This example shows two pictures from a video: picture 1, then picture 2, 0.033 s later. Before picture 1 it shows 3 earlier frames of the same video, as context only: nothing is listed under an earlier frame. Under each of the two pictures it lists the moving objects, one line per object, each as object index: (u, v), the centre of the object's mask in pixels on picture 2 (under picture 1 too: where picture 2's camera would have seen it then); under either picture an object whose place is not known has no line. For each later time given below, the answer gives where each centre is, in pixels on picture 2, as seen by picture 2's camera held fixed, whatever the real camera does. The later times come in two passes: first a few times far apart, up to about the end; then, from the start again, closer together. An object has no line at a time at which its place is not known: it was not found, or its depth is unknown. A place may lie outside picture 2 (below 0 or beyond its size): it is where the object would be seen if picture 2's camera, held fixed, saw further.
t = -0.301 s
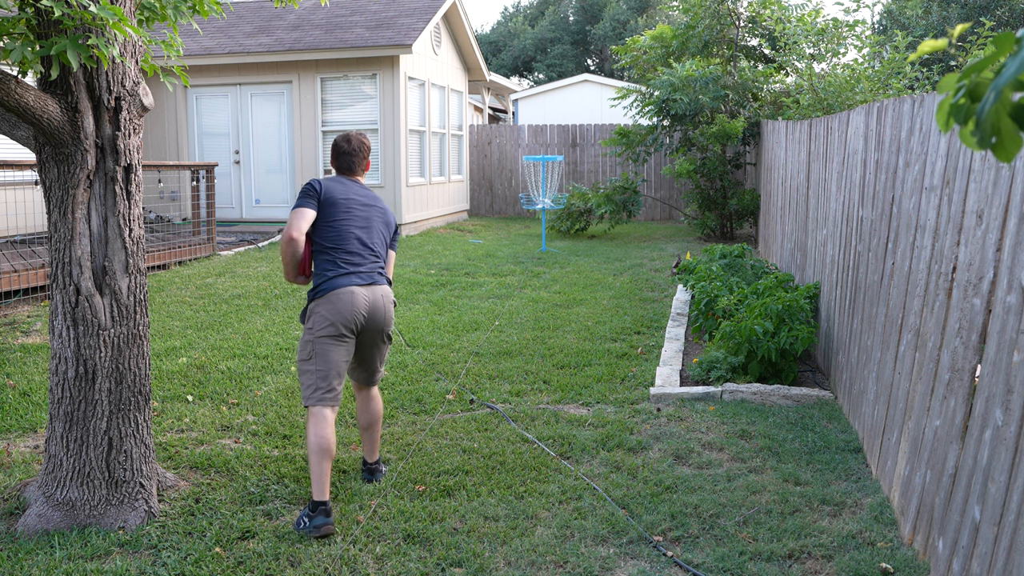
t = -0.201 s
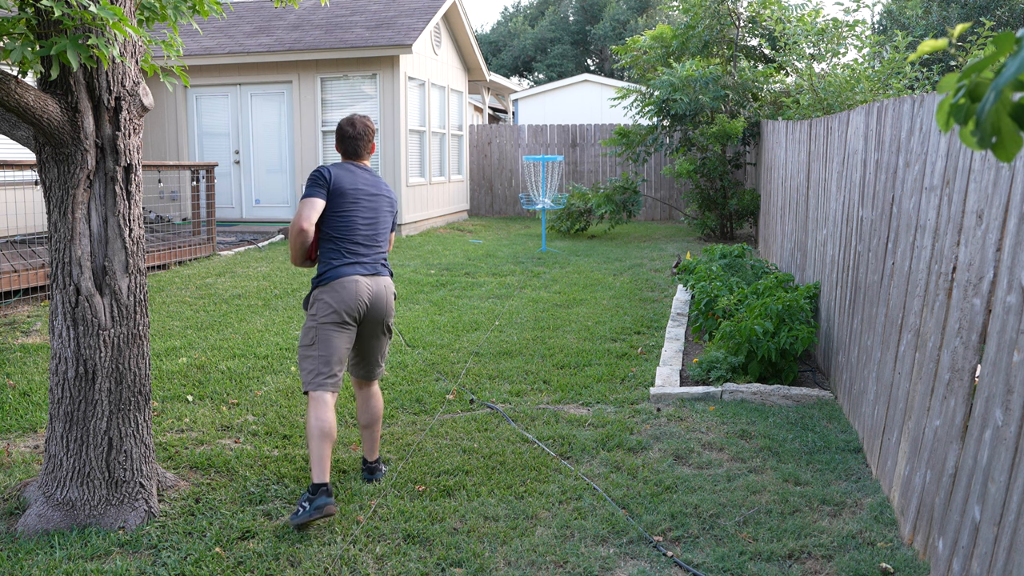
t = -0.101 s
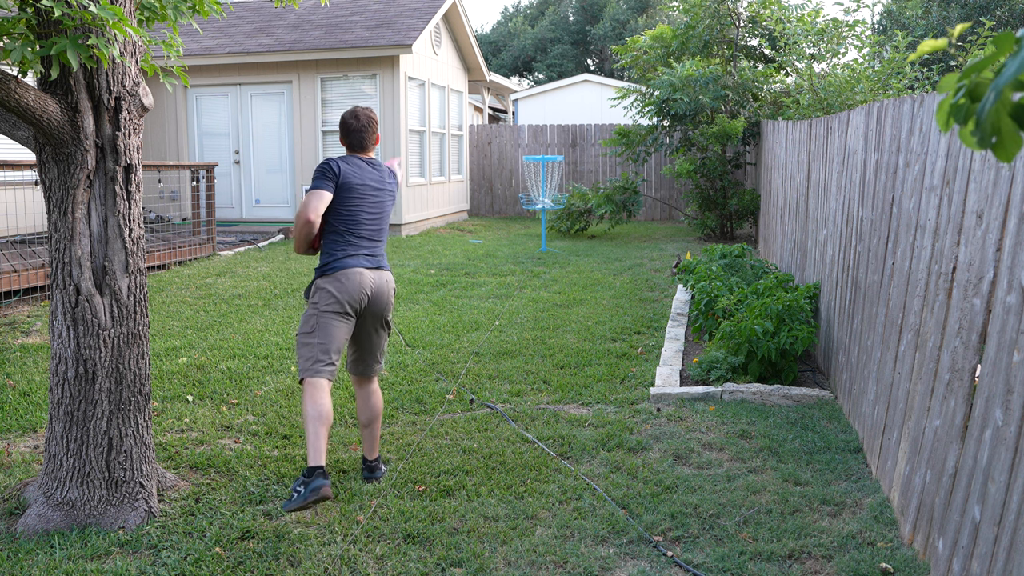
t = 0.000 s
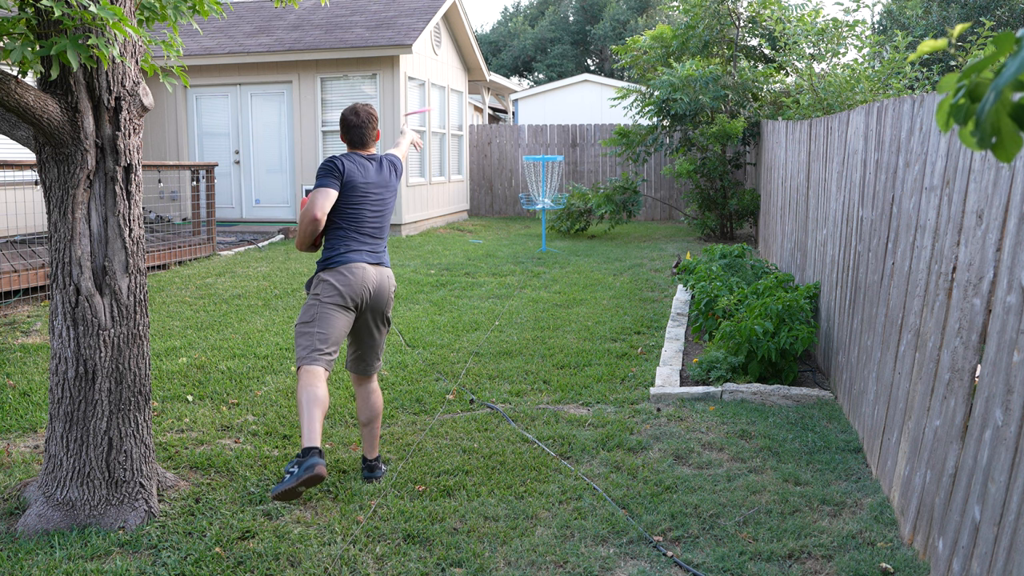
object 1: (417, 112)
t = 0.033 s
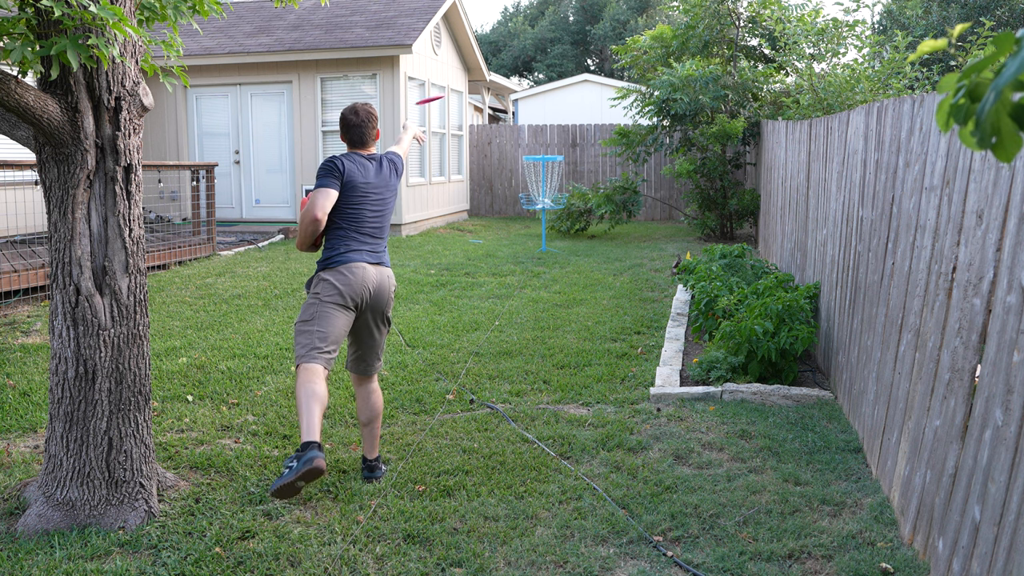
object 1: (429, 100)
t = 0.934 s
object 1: (549, 192)
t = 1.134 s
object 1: (549, 203)
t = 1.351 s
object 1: (546, 204)
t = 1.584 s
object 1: (547, 205)
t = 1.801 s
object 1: (545, 205)
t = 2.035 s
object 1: (545, 205)
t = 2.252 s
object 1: (545, 205)
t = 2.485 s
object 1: (543, 205)
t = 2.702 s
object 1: (543, 206)
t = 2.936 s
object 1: (543, 206)
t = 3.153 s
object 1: (542, 206)
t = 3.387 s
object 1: (542, 206)
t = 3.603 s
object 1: (542, 206)
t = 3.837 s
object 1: (542, 206)
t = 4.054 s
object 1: (542, 206)
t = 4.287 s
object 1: (542, 206)
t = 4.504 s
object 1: (542, 206)
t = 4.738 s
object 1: (542, 206)
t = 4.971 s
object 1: (542, 206)
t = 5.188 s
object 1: (542, 206)
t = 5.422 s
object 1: (543, 206)
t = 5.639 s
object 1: (542, 206)
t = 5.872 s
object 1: (542, 206)
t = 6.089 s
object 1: (543, 206)
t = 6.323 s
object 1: (543, 206)
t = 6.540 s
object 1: (542, 206)
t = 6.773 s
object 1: (542, 206)
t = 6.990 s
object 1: (541, 206)
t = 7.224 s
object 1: (542, 206)
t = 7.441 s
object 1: (543, 205)
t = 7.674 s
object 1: (545, 205)
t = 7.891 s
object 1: (546, 204)
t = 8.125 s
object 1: (546, 204)
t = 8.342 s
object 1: (545, 204)
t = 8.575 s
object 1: (547, 205)
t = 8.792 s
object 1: (547, 204)
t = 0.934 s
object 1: (549, 192)
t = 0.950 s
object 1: (548, 192)
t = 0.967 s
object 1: (548, 194)
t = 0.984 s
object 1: (549, 195)
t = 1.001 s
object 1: (549, 197)
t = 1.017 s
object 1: (549, 198)
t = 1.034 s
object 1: (550, 200)
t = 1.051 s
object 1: (551, 201)
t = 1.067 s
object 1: (551, 202)
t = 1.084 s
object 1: (550, 202)
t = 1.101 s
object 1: (549, 202)
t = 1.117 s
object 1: (548, 202)
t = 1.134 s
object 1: (549, 203)
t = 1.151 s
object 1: (548, 203)
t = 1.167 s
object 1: (548, 204)
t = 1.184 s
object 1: (548, 204)
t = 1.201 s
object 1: (547, 205)
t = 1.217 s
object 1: (546, 204)
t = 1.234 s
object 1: (546, 204)
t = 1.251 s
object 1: (545, 204)
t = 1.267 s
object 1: (546, 203)
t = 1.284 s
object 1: (546, 203)
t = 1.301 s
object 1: (546, 203)
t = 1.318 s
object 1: (546, 203)
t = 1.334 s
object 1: (546, 204)
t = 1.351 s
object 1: (546, 204)
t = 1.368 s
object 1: (547, 204)
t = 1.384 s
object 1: (546, 204)
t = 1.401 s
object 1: (546, 204)
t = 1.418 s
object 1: (546, 204)
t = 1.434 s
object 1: (546, 204)
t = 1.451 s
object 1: (546, 204)
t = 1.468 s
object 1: (546, 205)
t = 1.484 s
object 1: (546, 204)
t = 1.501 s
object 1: (545, 204)
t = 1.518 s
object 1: (545, 205)
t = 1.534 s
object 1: (545, 205)
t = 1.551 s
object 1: (545, 205)
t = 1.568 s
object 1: (547, 205)
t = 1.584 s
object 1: (547, 205)
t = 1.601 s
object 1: (547, 205)
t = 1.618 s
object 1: (547, 205)
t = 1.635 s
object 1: (545, 205)
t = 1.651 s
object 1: (545, 205)
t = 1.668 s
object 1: (548, 205)
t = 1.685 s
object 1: (548, 205)
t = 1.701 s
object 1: (546, 205)
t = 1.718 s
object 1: (545, 205)
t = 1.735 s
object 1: (545, 205)
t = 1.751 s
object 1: (545, 205)
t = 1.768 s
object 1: (546, 205)
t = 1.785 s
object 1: (546, 205)
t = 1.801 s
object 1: (545, 205)
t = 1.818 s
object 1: (545, 205)
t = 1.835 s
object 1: (545, 205)
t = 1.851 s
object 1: (545, 205)
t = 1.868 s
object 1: (545, 205)
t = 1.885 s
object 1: (545, 205)
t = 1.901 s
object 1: (545, 205)
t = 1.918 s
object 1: (545, 205)
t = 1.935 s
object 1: (545, 205)
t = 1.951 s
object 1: (545, 205)
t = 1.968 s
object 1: (545, 205)
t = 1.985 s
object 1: (545, 205)
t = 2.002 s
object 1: (545, 205)
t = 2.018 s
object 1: (545, 205)
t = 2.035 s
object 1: (545, 205)
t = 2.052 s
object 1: (545, 205)
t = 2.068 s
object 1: (545, 205)
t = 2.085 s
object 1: (545, 205)
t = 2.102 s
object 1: (545, 205)
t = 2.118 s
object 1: (545, 205)
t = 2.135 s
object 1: (545, 205)
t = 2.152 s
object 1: (545, 205)
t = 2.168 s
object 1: (545, 205)
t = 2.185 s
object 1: (545, 205)
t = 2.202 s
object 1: (545, 205)
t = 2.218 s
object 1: (545, 205)
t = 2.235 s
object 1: (545, 205)
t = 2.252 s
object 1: (545, 205)
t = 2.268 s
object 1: (545, 205)
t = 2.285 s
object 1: (544, 205)
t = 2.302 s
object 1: (545, 205)
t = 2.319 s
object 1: (545, 205)
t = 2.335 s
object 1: (545, 205)
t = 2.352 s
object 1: (545, 205)
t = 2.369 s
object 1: (545, 205)
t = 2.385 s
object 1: (544, 205)
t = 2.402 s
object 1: (544, 205)
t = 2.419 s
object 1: (544, 205)
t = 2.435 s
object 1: (544, 206)
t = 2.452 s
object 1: (544, 206)
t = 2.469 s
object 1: (544, 205)
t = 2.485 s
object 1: (543, 205)
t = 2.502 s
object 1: (543, 206)
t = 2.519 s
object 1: (543, 206)
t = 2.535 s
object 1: (544, 206)
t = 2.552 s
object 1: (544, 206)
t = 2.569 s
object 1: (544, 205)
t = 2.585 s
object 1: (544, 205)
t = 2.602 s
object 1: (543, 206)
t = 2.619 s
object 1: (543, 206)
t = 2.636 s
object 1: (543, 206)
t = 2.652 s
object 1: (543, 206)
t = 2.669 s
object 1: (543, 206)
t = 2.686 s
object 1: (543, 206)
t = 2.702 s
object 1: (543, 206)
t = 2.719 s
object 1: (543, 206)
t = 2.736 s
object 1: (543, 206)
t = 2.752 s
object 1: (543, 206)
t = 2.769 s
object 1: (543, 206)
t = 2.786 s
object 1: (543, 206)
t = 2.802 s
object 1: (543, 206)
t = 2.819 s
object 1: (543, 206)
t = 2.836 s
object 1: (543, 206)
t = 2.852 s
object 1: (543, 206)
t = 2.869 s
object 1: (543, 206)
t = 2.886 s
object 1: (543, 206)
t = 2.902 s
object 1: (543, 206)
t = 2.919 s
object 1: (543, 206)
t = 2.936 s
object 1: (543, 206)
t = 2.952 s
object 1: (542, 206)
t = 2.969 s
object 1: (542, 206)
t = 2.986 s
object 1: (542, 206)
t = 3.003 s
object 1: (542, 206)
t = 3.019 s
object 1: (542, 206)
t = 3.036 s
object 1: (542, 206)
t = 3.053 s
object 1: (542, 206)
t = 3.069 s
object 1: (542, 206)
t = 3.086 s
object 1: (542, 206)
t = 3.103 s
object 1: (542, 206)
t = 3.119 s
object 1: (542, 206)
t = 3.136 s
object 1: (542, 206)
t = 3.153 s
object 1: (542, 206)
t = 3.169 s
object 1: (542, 206)
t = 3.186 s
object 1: (542, 206)
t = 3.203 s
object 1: (543, 206)
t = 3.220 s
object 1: (542, 206)
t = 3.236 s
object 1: (542, 206)
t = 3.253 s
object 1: (542, 206)
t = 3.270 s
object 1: (543, 206)
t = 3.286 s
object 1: (543, 206)
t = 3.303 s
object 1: (543, 206)
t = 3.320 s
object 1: (543, 206)
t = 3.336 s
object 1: (543, 206)
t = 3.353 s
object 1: (542, 206)
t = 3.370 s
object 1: (542, 206)
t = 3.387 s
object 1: (542, 206)
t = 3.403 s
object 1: (542, 206)
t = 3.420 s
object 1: (542, 206)
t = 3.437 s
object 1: (542, 206)
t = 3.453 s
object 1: (542, 206)
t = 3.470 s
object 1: (542, 206)
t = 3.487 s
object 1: (542, 206)
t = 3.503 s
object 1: (542, 206)
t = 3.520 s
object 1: (542, 206)
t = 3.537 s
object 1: (543, 206)
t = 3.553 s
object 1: (542, 206)
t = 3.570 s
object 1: (542, 206)
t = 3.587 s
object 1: (542, 206)
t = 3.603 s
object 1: (542, 206)
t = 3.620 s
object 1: (542, 206)
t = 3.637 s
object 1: (542, 206)
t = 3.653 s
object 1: (542, 206)
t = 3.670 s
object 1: (542, 206)
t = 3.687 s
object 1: (542, 206)
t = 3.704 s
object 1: (542, 206)
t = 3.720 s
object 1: (542, 206)
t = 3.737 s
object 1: (542, 206)
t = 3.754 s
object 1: (542, 206)
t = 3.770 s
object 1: (543, 206)
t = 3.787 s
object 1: (542, 206)
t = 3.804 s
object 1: (543, 206)
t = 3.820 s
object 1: (542, 206)
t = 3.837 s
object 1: (542, 206)
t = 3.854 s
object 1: (542, 206)
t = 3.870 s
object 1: (542, 206)
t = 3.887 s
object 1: (542, 206)
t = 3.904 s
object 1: (542, 206)
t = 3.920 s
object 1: (542, 206)
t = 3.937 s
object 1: (542, 206)
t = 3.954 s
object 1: (542, 206)
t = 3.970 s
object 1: (542, 206)
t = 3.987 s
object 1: (542, 206)
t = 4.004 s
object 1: (542, 206)
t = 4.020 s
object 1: (542, 206)
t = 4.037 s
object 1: (542, 206)
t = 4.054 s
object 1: (542, 206)
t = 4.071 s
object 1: (542, 206)
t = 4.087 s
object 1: (542, 206)
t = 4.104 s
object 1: (542, 206)
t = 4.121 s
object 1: (542, 206)
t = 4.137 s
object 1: (542, 206)
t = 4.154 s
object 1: (542, 206)
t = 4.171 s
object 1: (542, 206)
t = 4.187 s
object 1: (542, 206)
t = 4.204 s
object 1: (542, 206)
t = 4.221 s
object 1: (542, 206)
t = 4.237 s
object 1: (542, 206)
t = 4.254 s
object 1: (542, 206)
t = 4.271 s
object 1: (542, 206)
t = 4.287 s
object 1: (542, 206)
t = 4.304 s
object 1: (542, 206)
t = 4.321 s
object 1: (542, 206)
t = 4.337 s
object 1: (542, 206)
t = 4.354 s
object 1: (542, 206)
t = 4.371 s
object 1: (542, 206)
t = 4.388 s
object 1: (542, 206)
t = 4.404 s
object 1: (542, 206)
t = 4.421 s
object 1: (542, 206)
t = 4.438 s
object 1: (542, 206)
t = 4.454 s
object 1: (542, 205)
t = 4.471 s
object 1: (542, 205)
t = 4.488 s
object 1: (542, 206)
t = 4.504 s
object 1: (542, 206)
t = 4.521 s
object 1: (542, 205)
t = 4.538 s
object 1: (542, 205)
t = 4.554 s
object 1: (542, 205)
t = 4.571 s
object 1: (542, 205)
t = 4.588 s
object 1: (543, 206)
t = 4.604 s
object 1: (542, 206)
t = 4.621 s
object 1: (542, 206)
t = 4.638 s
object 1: (543, 206)
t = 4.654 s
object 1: (542, 206)
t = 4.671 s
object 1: (542, 206)
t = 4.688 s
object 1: (542, 206)
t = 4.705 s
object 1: (542, 206)
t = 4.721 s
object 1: (542, 206)
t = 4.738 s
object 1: (542, 206)
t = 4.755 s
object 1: (542, 206)
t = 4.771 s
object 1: (542, 206)
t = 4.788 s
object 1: (542, 206)
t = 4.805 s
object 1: (542, 206)
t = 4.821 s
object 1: (542, 206)
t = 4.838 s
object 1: (542, 206)
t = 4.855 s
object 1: (542, 206)
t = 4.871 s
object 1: (542, 206)
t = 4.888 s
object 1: (542, 206)
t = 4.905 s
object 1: (542, 206)
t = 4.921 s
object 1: (542, 206)
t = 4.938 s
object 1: (542, 206)
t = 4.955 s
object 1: (542, 206)
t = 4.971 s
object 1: (542, 206)
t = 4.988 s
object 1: (542, 206)
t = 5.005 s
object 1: (542, 206)
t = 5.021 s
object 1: (542, 206)
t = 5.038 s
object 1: (542, 206)
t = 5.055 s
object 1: (542, 206)
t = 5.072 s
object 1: (542, 206)
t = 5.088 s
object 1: (542, 206)
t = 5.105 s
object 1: (542, 206)
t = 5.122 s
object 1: (542, 206)
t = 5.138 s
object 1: (542, 206)
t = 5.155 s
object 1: (542, 206)
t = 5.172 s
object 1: (542, 206)
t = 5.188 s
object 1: (542, 206)
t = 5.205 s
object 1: (542, 206)
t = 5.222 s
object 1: (543, 206)
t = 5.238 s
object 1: (543, 206)
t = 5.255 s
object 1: (543, 206)
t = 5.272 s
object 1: (543, 206)
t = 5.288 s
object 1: (543, 206)
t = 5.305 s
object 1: (543, 206)
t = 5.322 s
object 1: (543, 206)
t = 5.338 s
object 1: (543, 206)
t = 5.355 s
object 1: (543, 206)
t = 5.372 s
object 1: (543, 206)
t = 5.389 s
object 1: (543, 206)
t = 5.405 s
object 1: (543, 206)
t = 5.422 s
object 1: (543, 206)
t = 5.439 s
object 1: (542, 206)
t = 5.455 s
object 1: (542, 206)
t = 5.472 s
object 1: (542, 206)
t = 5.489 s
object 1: (542, 206)
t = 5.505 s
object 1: (542, 206)
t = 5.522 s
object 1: (542, 206)
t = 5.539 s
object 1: (542, 206)
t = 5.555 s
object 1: (542, 206)
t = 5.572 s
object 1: (542, 206)
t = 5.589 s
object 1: (542, 206)
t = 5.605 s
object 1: (542, 206)
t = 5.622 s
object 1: (542, 206)
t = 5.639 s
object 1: (542, 206)
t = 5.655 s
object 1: (542, 206)
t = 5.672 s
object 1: (542, 206)
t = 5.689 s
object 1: (542, 206)
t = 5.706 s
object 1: (542, 206)
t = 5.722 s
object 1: (542, 206)
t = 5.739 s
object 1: (542, 206)
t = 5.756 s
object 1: (542, 206)
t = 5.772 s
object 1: (542, 206)
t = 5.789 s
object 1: (542, 206)
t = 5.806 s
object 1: (542, 206)
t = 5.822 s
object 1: (542, 206)
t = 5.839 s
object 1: (542, 206)
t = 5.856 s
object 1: (542, 206)
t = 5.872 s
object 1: (542, 206)
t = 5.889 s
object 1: (542, 206)
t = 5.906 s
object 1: (542, 206)
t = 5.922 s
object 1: (542, 206)
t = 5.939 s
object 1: (542, 206)
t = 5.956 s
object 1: (542, 206)
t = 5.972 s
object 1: (542, 206)
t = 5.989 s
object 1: (542, 206)
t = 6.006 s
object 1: (542, 206)
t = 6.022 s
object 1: (542, 206)
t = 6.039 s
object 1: (542, 206)
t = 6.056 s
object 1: (542, 206)
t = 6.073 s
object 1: (543, 206)
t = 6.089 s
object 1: (543, 206)
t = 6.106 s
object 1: (543, 206)
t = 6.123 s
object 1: (543, 206)
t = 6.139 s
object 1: (543, 206)
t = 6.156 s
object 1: (543, 206)
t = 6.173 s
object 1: (543, 206)
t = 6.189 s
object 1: (543, 206)
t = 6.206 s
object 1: (543, 206)
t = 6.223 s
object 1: (543, 206)
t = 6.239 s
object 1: (543, 206)
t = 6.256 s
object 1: (543, 206)
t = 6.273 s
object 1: (543, 206)
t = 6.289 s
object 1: (543, 206)
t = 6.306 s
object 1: (543, 206)
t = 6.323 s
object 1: (543, 206)
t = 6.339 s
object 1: (543, 206)
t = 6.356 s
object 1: (542, 206)
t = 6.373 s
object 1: (542, 206)
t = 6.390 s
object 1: (542, 206)
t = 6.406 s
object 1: (542, 206)
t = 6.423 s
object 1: (542, 206)
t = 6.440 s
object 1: (542, 206)
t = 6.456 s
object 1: (542, 206)
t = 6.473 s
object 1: (542, 206)
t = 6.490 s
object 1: (542, 205)
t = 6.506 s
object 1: (542, 206)
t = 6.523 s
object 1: (542, 206)
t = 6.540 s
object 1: (542, 206)
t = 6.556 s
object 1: (542, 206)
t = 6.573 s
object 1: (542, 206)
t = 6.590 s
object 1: (542, 206)
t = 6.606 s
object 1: (542, 206)
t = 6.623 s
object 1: (542, 206)
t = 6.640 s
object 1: (541, 206)
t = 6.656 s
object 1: (542, 206)
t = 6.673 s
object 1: (542, 206)
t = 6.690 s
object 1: (542, 206)
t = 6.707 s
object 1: (542, 206)
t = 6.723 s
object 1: (542, 206)
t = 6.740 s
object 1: (542, 206)
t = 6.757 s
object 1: (542, 206)
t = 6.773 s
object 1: (542, 206)
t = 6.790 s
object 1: (542, 206)
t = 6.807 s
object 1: (542, 206)
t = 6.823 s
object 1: (542, 206)
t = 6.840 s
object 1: (542, 206)
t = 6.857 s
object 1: (542, 206)
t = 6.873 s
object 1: (542, 206)
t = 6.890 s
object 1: (542, 206)
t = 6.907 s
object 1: (542, 206)
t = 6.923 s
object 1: (542, 206)
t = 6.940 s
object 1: (542, 206)
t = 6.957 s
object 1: (542, 206)
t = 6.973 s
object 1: (542, 206)
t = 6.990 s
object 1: (541, 206)
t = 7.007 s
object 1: (541, 206)
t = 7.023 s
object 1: (542, 206)
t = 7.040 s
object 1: (542, 206)
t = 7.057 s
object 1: (542, 206)
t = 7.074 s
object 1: (542, 206)
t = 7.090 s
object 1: (541, 206)
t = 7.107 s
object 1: (542, 206)
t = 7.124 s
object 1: (542, 206)
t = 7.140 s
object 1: (542, 206)
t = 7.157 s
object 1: (542, 206)
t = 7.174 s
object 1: (542, 206)
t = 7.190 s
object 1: (542, 206)
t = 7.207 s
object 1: (542, 206)
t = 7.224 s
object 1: (542, 206)
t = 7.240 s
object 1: (542, 206)
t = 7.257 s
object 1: (541, 206)
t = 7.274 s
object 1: (541, 206)
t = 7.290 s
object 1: (541, 206)
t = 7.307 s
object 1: (542, 206)
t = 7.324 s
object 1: (542, 205)
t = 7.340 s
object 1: (542, 205)
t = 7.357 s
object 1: (545, 205)
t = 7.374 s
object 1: (544, 205)
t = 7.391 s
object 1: (544, 205)
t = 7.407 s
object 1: (544, 205)
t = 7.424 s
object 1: (544, 205)
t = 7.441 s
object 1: (543, 205)
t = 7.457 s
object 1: (546, 205)
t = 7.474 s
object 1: (544, 205)
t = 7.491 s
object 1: (544, 205)
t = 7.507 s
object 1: (546, 205)
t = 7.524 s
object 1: (546, 205)
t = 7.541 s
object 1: (547, 205)
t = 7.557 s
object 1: (545, 205)
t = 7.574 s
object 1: (546, 205)
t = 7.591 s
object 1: (546, 205)
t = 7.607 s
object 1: (546, 205)
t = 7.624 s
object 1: (545, 205)
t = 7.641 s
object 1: (545, 205)
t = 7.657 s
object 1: (545, 205)
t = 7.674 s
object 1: (545, 205)
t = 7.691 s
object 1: (547, 205)
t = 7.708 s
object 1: (547, 205)
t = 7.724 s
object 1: (547, 205)
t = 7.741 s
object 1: (546, 204)
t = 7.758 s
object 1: (546, 205)
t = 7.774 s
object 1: (546, 204)
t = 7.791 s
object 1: (547, 204)
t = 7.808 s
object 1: (547, 205)
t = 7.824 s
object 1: (546, 205)
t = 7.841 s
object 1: (546, 205)
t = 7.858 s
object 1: (546, 204)
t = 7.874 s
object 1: (547, 204)
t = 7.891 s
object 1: (546, 204)
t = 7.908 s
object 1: (546, 204)
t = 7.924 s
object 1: (546, 204)
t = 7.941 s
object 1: (546, 204)
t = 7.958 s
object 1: (547, 205)
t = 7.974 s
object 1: (547, 205)
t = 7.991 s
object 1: (547, 205)
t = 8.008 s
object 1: (547, 204)
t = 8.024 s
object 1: (547, 204)
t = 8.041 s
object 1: (547, 204)
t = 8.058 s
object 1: (547, 204)
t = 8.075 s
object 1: (546, 204)
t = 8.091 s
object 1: (546, 204)
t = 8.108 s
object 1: (546, 205)
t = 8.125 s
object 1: (546, 204)
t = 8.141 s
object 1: (547, 205)
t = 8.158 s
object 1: (547, 205)
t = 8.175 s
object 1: (546, 205)
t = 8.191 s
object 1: (546, 204)
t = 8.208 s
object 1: (546, 204)
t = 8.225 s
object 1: (546, 204)
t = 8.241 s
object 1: (546, 204)
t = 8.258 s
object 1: (546, 204)
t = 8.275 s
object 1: (546, 204)
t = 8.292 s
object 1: (545, 204)
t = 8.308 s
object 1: (545, 204)
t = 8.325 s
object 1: (545, 204)
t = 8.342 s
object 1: (545, 204)
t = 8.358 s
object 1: (546, 204)
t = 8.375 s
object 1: (545, 204)
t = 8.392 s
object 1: (546, 204)
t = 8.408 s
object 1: (546, 204)
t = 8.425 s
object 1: (545, 204)
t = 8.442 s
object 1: (546, 205)
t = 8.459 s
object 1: (546, 205)
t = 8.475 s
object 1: (546, 205)
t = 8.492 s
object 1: (546, 205)
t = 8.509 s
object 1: (546, 205)
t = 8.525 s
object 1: (546, 205)
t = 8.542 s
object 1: (546, 205)
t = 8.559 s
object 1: (546, 205)
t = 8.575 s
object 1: (547, 205)
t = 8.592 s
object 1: (546, 205)
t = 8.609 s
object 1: (546, 205)
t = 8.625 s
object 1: (546, 205)
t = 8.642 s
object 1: (546, 204)
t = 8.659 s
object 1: (546, 204)
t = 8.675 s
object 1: (546, 204)
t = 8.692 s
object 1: (546, 204)
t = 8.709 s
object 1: (546, 204)
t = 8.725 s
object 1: (546, 204)
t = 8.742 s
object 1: (546, 204)
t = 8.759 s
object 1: (546, 204)
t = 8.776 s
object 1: (546, 204)
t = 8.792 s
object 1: (547, 204)
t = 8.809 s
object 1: (546, 204)
